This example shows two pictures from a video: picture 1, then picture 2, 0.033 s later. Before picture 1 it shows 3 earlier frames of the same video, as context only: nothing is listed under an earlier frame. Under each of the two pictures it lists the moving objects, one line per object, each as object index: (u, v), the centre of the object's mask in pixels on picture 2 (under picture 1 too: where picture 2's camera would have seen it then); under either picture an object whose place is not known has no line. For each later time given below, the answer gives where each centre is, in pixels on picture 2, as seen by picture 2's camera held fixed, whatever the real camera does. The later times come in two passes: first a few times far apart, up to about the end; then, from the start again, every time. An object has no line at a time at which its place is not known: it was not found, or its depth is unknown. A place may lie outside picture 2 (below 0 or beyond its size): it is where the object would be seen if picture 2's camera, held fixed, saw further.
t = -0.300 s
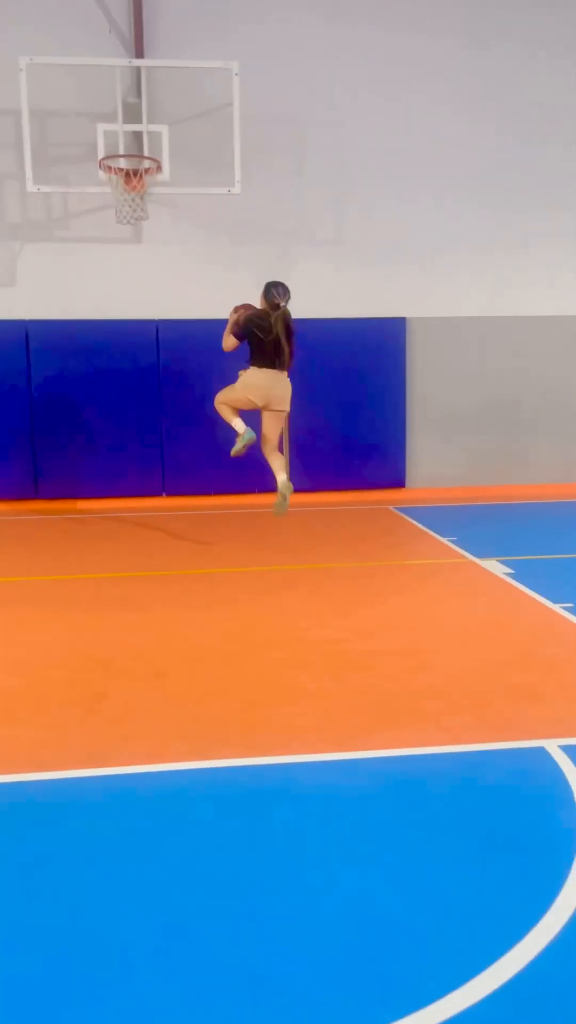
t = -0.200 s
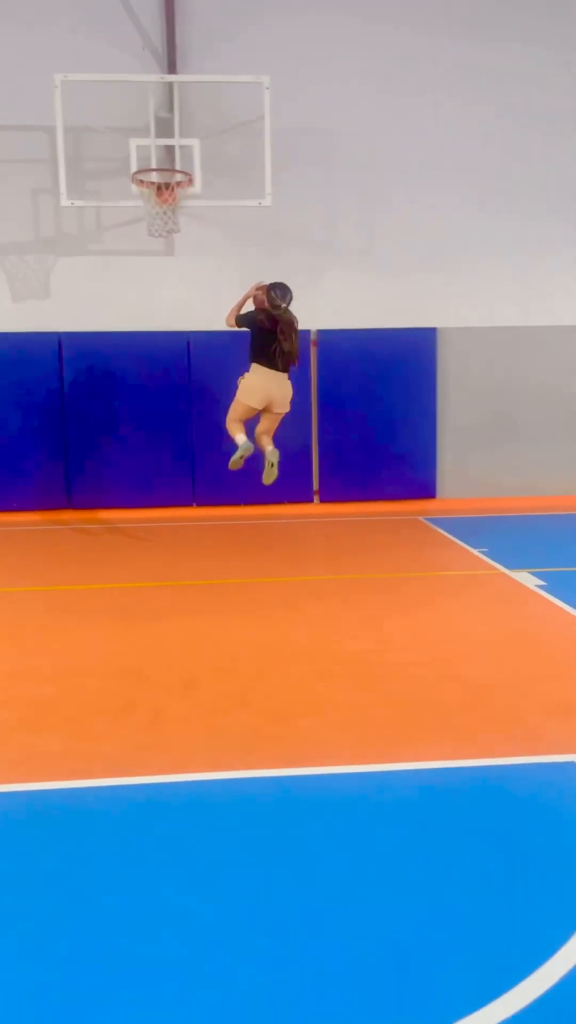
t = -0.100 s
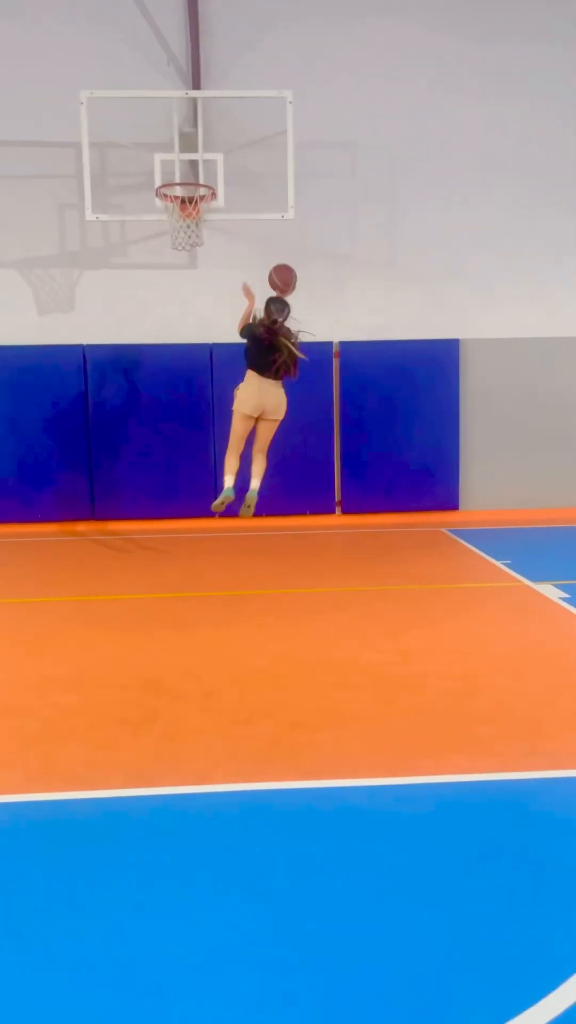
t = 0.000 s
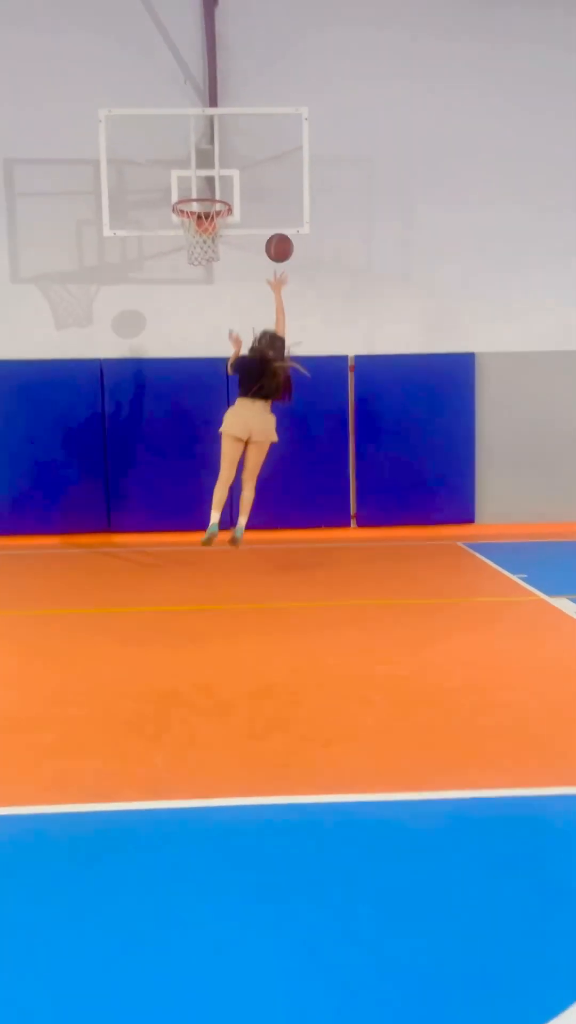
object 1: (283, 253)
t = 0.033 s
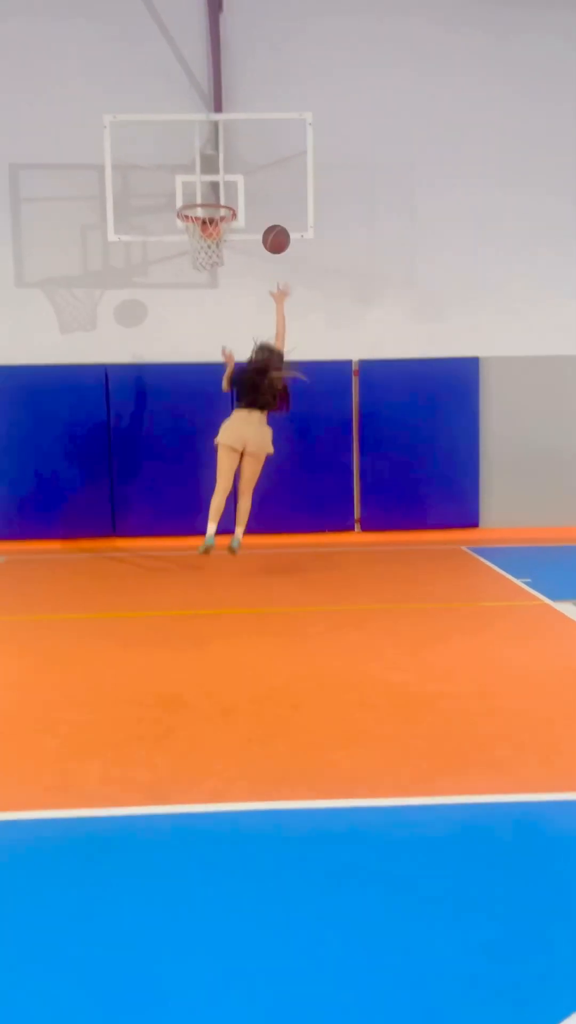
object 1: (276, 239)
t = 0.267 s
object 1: (225, 183)
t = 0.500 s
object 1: (193, 191)
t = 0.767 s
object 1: (214, 196)
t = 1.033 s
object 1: (217, 208)
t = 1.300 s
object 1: (196, 251)
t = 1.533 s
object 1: (198, 305)
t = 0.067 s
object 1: (268, 226)
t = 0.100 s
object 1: (260, 216)
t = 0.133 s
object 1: (254, 206)
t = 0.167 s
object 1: (246, 198)
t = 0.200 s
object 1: (239, 192)
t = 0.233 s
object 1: (232, 187)
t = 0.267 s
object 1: (225, 183)
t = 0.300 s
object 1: (218, 180)
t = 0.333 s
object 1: (213, 179)
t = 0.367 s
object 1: (209, 179)
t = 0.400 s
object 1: (205, 180)
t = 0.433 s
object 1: (201, 182)
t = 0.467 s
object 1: (197, 186)
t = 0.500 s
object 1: (193, 191)
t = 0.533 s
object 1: (189, 197)
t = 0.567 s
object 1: (188, 200)
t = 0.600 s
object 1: (193, 198)
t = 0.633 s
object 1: (198, 196)
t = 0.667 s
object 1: (203, 197)
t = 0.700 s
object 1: (208, 198)
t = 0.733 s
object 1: (211, 198)
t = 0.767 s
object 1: (214, 196)
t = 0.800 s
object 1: (217, 197)
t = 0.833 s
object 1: (220, 198)
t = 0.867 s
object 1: (222, 200)
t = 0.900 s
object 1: (222, 200)
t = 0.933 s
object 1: (222, 202)
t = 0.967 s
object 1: (221, 203)
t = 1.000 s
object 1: (219, 206)
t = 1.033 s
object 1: (217, 208)
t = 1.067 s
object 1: (214, 210)
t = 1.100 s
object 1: (211, 202)
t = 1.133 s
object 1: (208, 219)
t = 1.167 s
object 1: (204, 224)
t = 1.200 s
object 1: (200, 232)
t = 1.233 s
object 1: (197, 238)
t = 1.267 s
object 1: (189, 242)
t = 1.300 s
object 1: (196, 251)
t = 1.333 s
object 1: (194, 257)
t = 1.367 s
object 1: (194, 265)
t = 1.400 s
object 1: (195, 269)
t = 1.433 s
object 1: (196, 275)
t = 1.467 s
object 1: (196, 284)
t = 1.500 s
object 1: (197, 294)
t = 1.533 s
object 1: (198, 305)
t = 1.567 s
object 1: (199, 317)
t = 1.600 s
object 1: (200, 331)
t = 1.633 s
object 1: (201, 346)
